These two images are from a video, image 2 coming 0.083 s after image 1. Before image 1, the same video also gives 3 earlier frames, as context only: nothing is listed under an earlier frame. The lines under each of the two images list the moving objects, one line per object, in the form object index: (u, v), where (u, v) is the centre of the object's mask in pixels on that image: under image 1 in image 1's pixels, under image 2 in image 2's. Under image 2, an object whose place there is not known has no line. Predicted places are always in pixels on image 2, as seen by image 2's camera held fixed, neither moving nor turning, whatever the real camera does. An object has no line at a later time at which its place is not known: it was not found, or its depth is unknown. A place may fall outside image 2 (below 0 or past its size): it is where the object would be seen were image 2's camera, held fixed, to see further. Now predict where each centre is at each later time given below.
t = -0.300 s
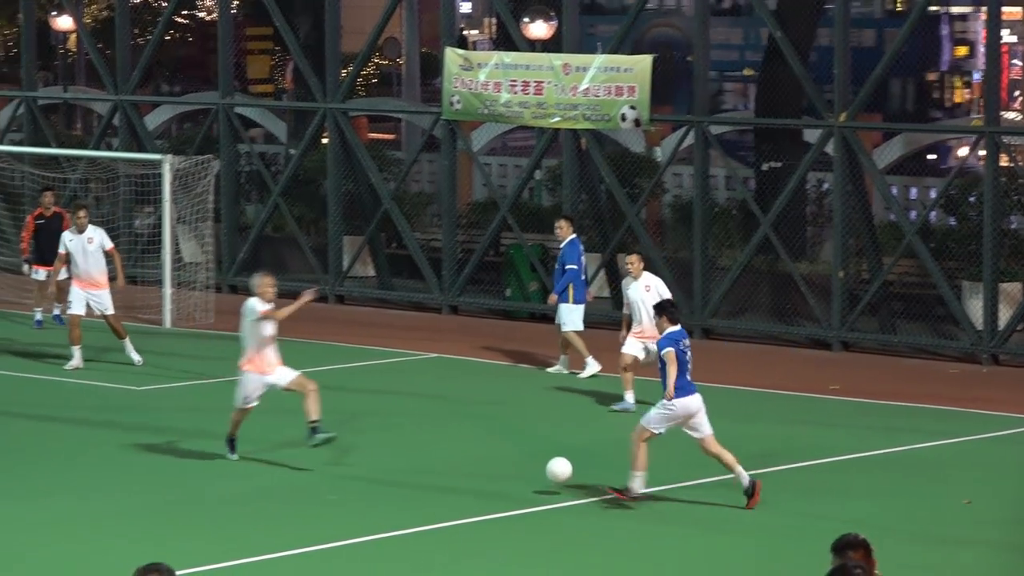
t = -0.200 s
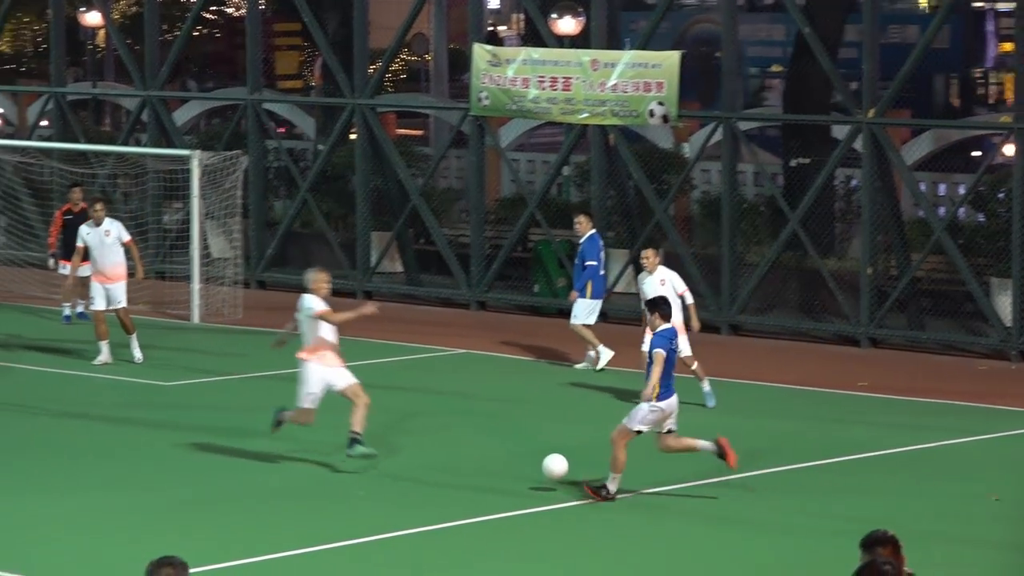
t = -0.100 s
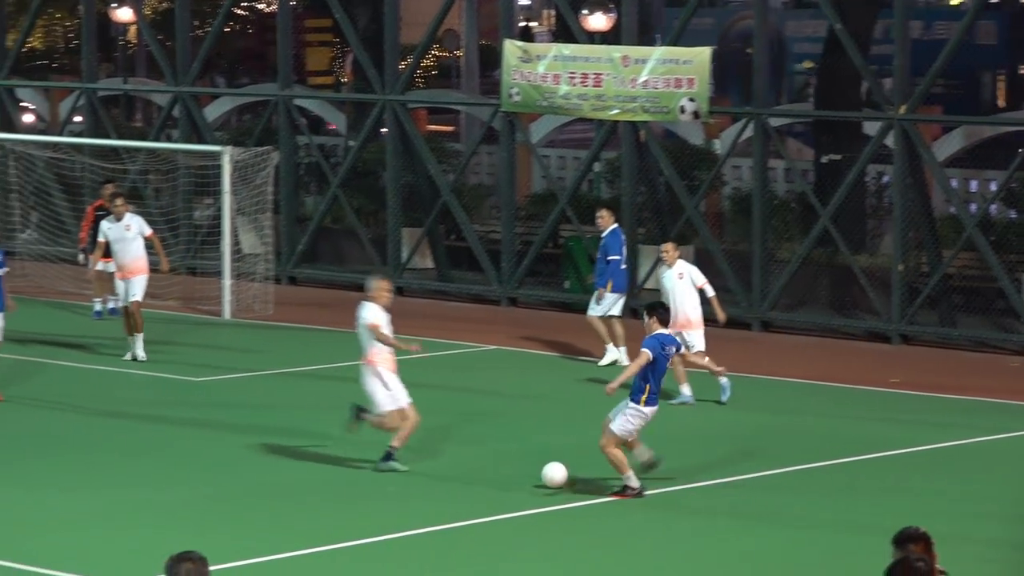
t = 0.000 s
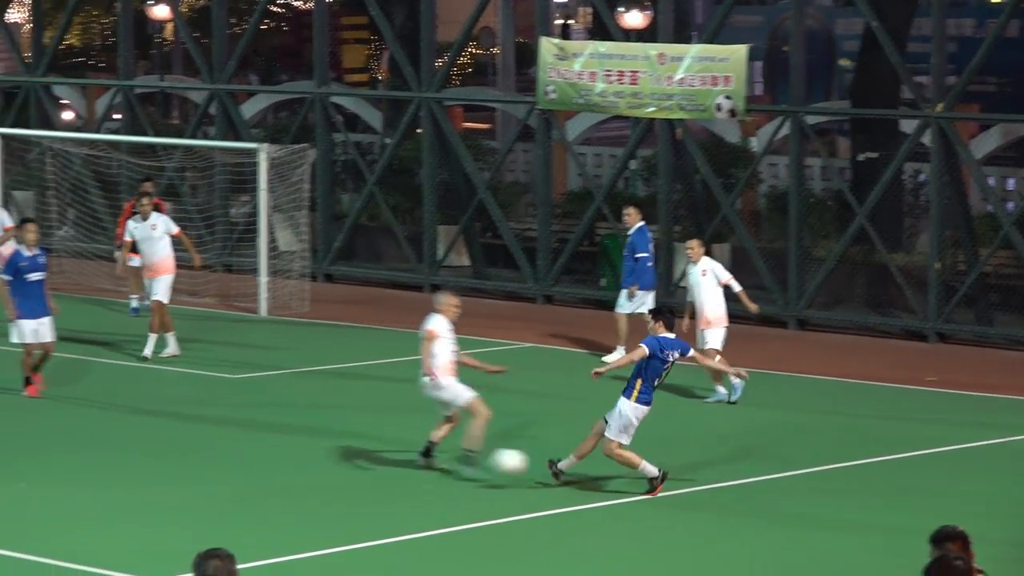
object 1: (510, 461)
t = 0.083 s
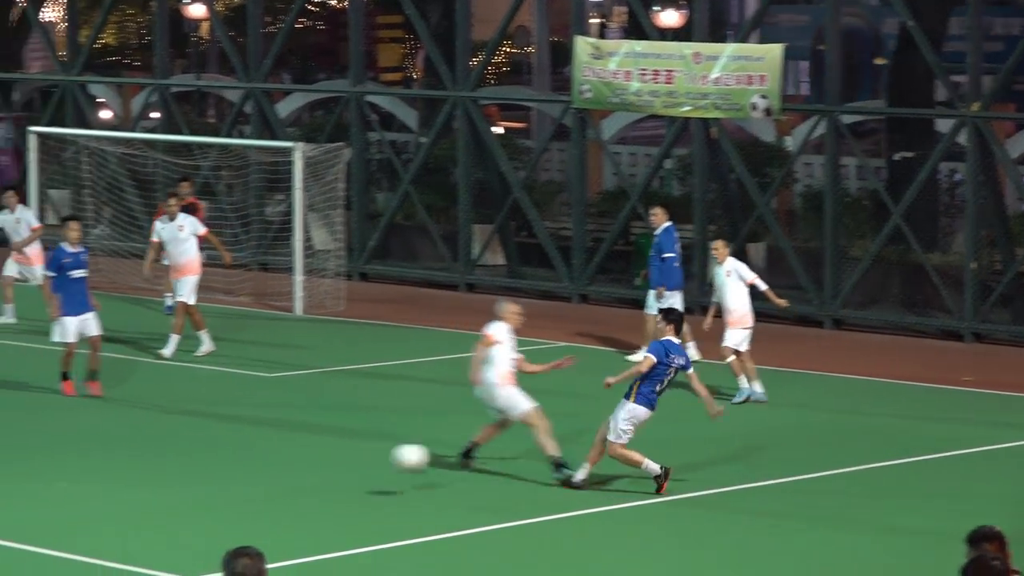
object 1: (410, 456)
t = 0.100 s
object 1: (380, 456)
